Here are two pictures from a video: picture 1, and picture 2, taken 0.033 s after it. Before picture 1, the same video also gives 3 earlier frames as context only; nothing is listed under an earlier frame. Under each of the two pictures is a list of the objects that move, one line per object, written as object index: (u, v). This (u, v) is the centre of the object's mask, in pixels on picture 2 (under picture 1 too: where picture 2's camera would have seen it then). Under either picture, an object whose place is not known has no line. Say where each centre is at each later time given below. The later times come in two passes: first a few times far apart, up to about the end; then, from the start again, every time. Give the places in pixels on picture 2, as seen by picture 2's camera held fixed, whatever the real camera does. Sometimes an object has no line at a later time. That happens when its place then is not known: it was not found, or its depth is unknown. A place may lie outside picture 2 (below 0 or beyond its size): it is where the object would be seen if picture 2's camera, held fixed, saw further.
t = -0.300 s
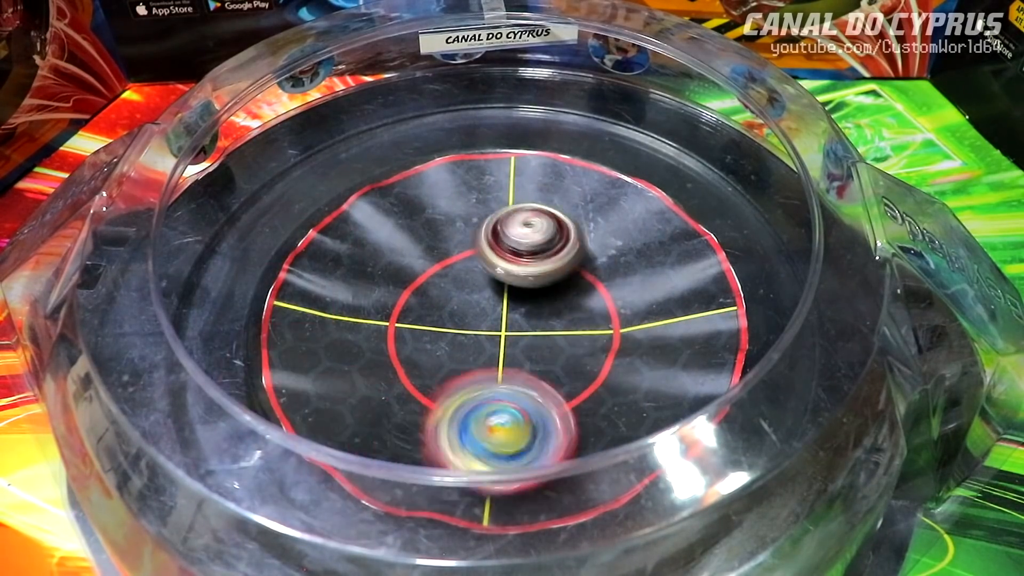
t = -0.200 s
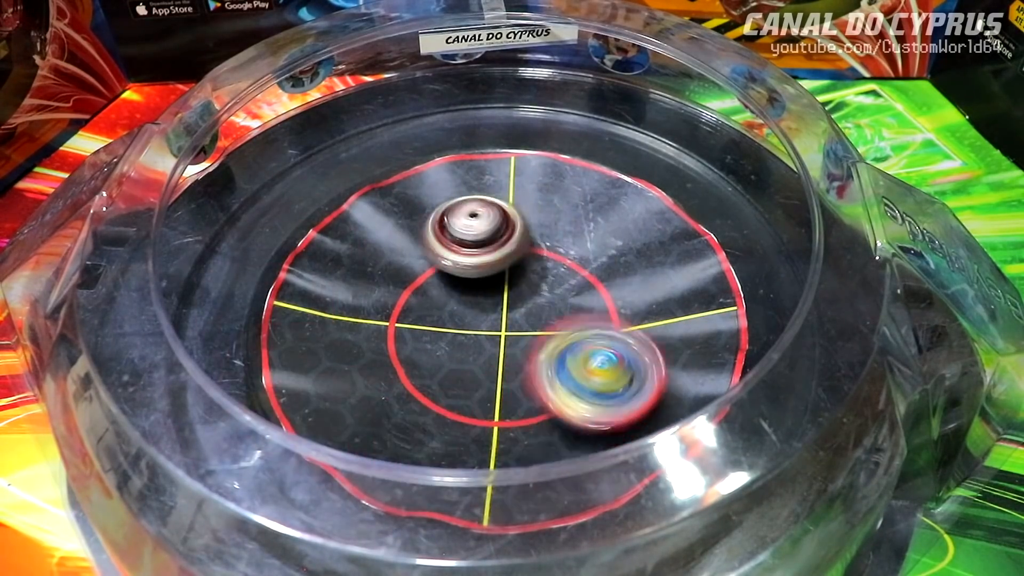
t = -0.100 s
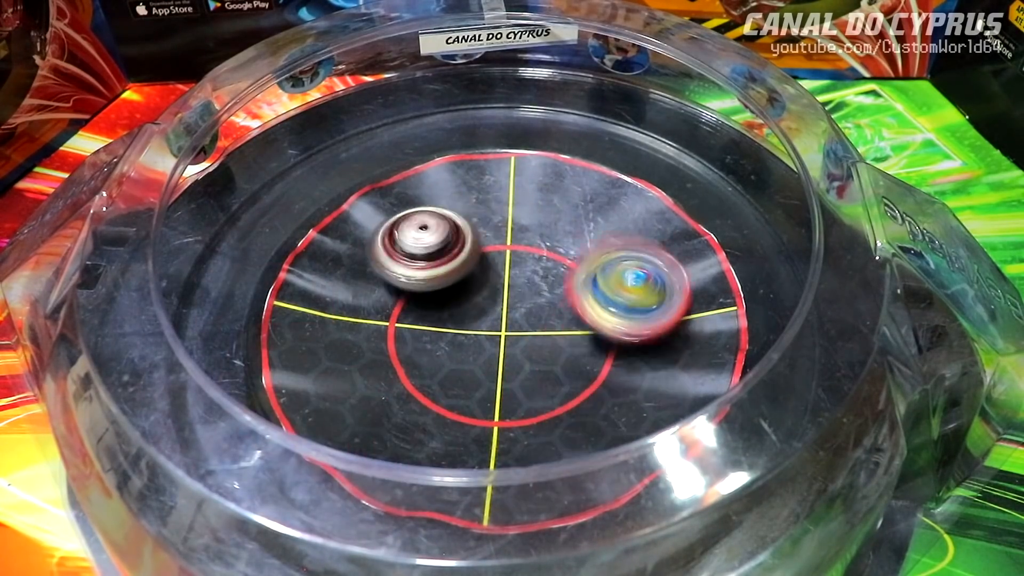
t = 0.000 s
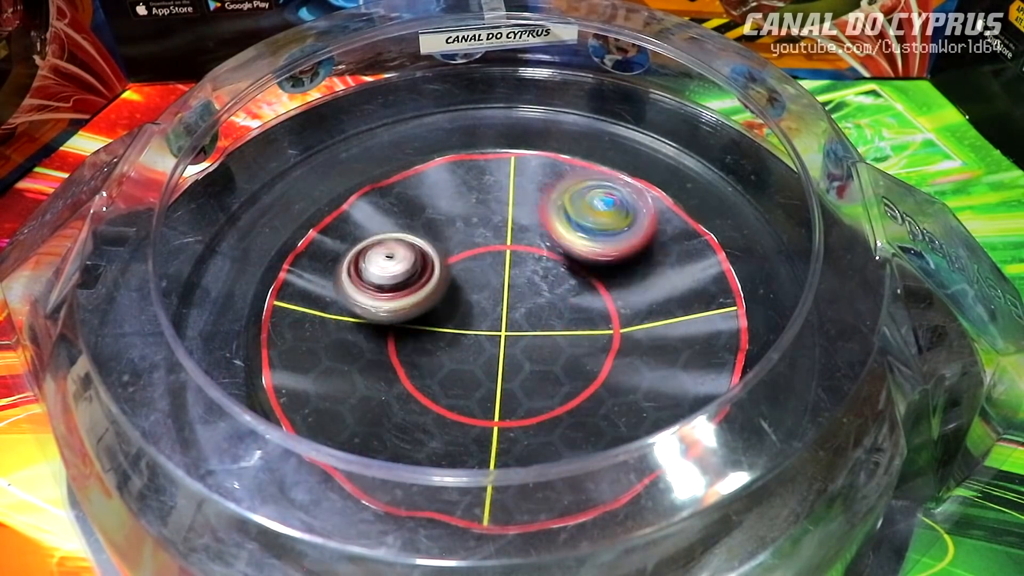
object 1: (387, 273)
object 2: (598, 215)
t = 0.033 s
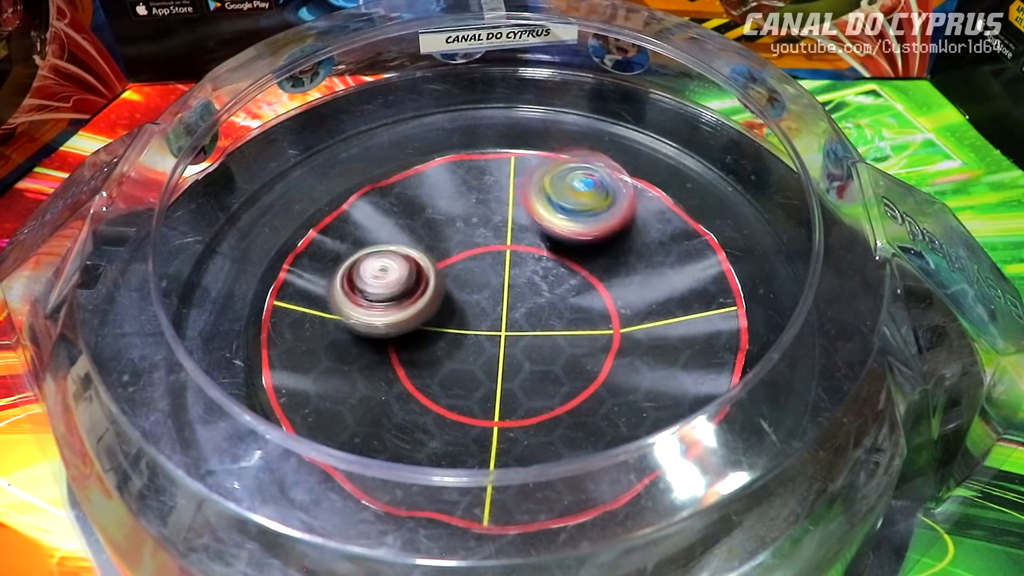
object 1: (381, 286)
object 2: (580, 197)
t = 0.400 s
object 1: (496, 375)
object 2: (319, 247)
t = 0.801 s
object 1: (542, 248)
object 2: (635, 355)
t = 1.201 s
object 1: (398, 297)
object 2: (501, 179)
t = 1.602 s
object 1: (560, 366)
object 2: (430, 419)
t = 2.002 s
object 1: (494, 258)
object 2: (641, 275)
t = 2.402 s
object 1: (324, 421)
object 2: (489, 235)
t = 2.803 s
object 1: (295, 542)
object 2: (537, 294)
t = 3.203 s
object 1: (219, 505)
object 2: (536, 314)
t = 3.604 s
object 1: (317, 382)
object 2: (498, 357)
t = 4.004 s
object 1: (279, 312)
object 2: (624, 248)
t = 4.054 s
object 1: (290, 308)
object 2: (612, 240)
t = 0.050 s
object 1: (378, 292)
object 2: (569, 188)
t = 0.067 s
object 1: (376, 299)
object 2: (557, 180)
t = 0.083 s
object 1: (377, 306)
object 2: (544, 173)
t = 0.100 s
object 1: (380, 314)
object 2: (531, 167)
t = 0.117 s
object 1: (378, 318)
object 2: (517, 162)
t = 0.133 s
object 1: (381, 324)
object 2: (503, 158)
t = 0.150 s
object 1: (386, 333)
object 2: (490, 155)
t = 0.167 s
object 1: (390, 340)
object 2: (473, 153)
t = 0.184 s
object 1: (395, 346)
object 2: (459, 153)
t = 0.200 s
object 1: (400, 351)
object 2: (445, 154)
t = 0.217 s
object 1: (405, 356)
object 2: (431, 157)
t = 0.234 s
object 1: (408, 358)
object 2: (416, 159)
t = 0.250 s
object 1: (419, 365)
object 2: (402, 163)
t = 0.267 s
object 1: (426, 369)
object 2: (389, 168)
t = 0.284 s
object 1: (431, 370)
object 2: (376, 175)
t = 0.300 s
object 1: (443, 375)
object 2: (365, 181)
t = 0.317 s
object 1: (448, 374)
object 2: (353, 190)
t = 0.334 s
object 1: (458, 376)
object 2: (345, 199)
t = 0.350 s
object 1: (467, 377)
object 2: (335, 210)
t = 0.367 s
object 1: (477, 376)
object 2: (329, 221)
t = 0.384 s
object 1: (487, 377)
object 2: (323, 234)
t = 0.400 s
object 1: (496, 375)
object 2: (319, 247)
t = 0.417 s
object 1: (505, 372)
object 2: (316, 260)
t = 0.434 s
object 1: (515, 371)
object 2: (316, 274)
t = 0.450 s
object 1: (524, 367)
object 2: (317, 288)
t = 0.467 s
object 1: (532, 362)
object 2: (321, 302)
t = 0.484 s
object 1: (541, 358)
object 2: (327, 316)
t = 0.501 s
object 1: (548, 352)
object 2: (334, 329)
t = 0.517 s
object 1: (555, 346)
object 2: (343, 342)
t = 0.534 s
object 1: (560, 341)
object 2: (356, 355)
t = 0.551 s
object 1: (565, 335)
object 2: (369, 366)
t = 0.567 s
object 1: (569, 327)
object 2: (384, 377)
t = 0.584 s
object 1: (572, 322)
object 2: (400, 386)
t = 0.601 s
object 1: (574, 315)
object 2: (418, 394)
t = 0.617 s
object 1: (575, 307)
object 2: (437, 398)
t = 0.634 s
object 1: (575, 302)
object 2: (457, 403)
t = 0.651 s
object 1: (576, 295)
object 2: (478, 405)
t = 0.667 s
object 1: (574, 288)
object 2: (498, 405)
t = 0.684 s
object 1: (572, 282)
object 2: (518, 404)
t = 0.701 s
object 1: (570, 276)
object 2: (538, 401)
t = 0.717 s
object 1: (567, 270)
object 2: (557, 396)
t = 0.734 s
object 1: (562, 266)
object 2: (575, 391)
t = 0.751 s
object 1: (559, 260)
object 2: (591, 383)
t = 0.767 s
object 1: (554, 256)
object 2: (608, 375)
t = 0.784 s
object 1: (549, 252)
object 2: (622, 364)
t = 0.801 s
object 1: (542, 248)
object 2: (635, 355)
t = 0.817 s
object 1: (537, 244)
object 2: (645, 342)
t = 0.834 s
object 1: (531, 242)
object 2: (656, 331)
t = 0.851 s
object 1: (524, 239)
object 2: (664, 320)
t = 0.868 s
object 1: (517, 237)
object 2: (671, 307)
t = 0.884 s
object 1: (510, 236)
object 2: (675, 295)
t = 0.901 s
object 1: (503, 235)
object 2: (677, 282)
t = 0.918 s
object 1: (495, 235)
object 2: (676, 270)
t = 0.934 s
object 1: (488, 235)
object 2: (676, 258)
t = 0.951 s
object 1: (481, 235)
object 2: (672, 247)
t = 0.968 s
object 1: (476, 239)
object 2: (669, 236)
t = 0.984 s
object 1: (470, 240)
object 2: (662, 226)
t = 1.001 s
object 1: (462, 242)
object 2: (655, 216)
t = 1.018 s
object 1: (455, 244)
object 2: (648, 208)
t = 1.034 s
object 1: (445, 245)
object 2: (638, 200)
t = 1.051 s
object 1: (437, 248)
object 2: (629, 194)
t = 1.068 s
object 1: (435, 254)
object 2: (616, 188)
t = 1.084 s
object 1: (429, 258)
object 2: (604, 183)
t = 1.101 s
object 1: (423, 262)
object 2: (591, 180)
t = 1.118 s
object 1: (418, 267)
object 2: (576, 177)
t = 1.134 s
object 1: (410, 270)
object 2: (563, 175)
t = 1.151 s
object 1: (408, 278)
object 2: (548, 174)
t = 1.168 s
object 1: (404, 285)
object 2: (531, 175)
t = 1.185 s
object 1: (402, 291)
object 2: (517, 176)
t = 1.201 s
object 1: (398, 297)
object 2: (501, 179)
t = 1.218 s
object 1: (396, 305)
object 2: (487, 182)
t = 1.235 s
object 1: (396, 312)
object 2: (470, 187)
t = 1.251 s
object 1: (396, 319)
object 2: (456, 193)
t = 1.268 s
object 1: (398, 327)
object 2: (444, 200)
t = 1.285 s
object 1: (401, 334)
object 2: (431, 207)
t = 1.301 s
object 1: (403, 340)
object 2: (417, 216)
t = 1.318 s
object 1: (407, 348)
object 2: (405, 225)
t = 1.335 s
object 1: (412, 354)
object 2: (394, 236)
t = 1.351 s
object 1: (418, 360)
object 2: (386, 245)
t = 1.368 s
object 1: (424, 366)
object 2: (377, 259)
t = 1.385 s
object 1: (432, 371)
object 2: (371, 270)
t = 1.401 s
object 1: (440, 375)
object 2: (365, 284)
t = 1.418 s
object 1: (448, 380)
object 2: (361, 297)
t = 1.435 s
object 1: (458, 383)
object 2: (359, 311)
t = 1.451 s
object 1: (468, 385)
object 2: (359, 323)
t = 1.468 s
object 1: (473, 384)
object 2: (361, 338)
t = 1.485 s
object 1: (483, 384)
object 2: (365, 350)
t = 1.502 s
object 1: (494, 384)
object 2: (369, 364)
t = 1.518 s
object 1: (508, 384)
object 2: (376, 375)
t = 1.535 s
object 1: (519, 382)
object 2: (383, 387)
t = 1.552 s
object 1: (530, 379)
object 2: (393, 397)
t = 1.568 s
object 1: (542, 376)
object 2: (404, 406)
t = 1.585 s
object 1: (551, 372)
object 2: (418, 413)
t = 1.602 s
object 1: (560, 366)
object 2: (430, 419)
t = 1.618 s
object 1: (568, 360)
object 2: (448, 423)
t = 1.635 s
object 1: (575, 354)
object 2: (462, 427)
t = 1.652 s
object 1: (580, 348)
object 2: (482, 428)
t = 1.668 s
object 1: (586, 342)
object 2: (496, 429)
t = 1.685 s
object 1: (589, 334)
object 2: (516, 428)
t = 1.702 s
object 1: (591, 329)
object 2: (531, 427)
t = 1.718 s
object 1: (593, 322)
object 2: (550, 423)
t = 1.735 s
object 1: (594, 315)
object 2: (568, 432)
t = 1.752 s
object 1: (593, 310)
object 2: (581, 424)
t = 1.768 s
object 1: (592, 304)
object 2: (593, 410)
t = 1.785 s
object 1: (589, 298)
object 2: (606, 403)
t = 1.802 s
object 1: (589, 297)
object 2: (618, 395)
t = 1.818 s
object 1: (583, 288)
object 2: (629, 388)
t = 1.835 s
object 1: (579, 283)
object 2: (637, 379)
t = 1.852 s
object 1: (576, 283)
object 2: (643, 368)
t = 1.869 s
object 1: (570, 278)
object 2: (647, 357)
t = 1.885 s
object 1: (563, 275)
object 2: (648, 344)
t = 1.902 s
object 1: (557, 273)
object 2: (650, 332)
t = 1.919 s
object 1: (550, 272)
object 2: (647, 321)
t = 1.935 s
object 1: (542, 271)
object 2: (645, 309)
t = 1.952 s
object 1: (537, 270)
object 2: (640, 298)
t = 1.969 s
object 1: (524, 265)
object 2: (636, 286)
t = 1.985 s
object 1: (510, 263)
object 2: (639, 281)
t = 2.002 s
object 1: (494, 258)
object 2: (641, 275)
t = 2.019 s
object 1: (476, 255)
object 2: (640, 267)
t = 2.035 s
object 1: (459, 253)
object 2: (638, 261)
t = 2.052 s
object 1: (443, 248)
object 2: (634, 254)
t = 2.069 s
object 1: (431, 250)
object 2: (629, 247)
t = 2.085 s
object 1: (415, 248)
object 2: (624, 241)
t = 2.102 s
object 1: (404, 249)
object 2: (617, 234)
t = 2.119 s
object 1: (394, 252)
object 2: (608, 230)
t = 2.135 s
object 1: (386, 255)
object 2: (598, 226)
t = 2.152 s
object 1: (377, 261)
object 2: (588, 223)
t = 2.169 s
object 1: (371, 266)
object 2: (574, 221)
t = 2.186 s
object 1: (367, 273)
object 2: (565, 220)
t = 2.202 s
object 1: (361, 280)
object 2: (551, 220)
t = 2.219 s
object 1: (363, 289)
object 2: (537, 222)
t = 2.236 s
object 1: (362, 296)
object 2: (524, 223)
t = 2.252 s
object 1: (364, 303)
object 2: (511, 226)
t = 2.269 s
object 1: (368, 311)
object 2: (498, 230)
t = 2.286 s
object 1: (371, 318)
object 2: (485, 234)
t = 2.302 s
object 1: (376, 326)
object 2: (473, 240)
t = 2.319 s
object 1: (384, 333)
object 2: (460, 248)
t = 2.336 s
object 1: (384, 344)
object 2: (453, 254)
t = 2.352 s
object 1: (368, 365)
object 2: (461, 249)
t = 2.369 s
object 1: (351, 387)
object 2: (473, 243)
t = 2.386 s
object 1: (341, 401)
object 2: (481, 239)
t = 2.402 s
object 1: (324, 421)
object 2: (489, 235)
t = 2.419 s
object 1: (311, 442)
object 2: (494, 234)
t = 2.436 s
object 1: (303, 461)
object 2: (497, 234)
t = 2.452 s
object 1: (295, 484)
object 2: (498, 233)
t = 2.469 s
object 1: (289, 514)
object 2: (499, 234)
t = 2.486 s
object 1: (284, 524)
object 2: (499, 235)
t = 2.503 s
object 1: (280, 530)
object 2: (499, 235)
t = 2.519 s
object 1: (279, 536)
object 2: (500, 236)
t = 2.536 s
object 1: (280, 543)
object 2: (500, 239)
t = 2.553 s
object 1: (287, 548)
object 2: (501, 240)
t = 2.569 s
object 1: (292, 546)
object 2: (502, 244)
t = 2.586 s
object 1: (299, 546)
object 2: (502, 247)
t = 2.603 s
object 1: (307, 548)
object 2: (503, 251)
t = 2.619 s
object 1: (311, 547)
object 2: (504, 255)
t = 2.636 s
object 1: (314, 547)
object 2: (505, 259)
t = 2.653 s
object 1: (318, 547)
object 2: (507, 263)
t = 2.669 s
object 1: (318, 546)
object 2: (509, 267)
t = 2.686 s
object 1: (320, 545)
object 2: (511, 272)
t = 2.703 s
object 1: (318, 545)
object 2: (514, 275)
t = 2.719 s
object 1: (316, 544)
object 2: (518, 279)
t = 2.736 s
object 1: (312, 544)
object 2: (521, 283)
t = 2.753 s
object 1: (309, 543)
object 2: (525, 286)
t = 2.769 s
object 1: (305, 543)
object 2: (529, 289)
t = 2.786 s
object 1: (300, 543)
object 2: (532, 292)
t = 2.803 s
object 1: (295, 542)
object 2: (537, 294)
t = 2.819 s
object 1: (290, 542)
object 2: (541, 296)
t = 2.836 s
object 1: (285, 542)
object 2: (545, 298)
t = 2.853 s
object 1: (281, 541)
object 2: (549, 299)
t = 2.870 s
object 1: (275, 541)
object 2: (553, 300)
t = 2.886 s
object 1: (271, 540)
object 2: (557, 302)
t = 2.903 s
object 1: (267, 540)
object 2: (560, 302)
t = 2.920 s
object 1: (262, 539)
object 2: (564, 302)
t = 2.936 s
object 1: (259, 538)
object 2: (567, 303)
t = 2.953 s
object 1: (254, 537)
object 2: (568, 303)
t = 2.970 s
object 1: (251, 536)
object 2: (570, 302)
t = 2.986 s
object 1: (247, 535)
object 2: (571, 302)
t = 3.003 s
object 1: (245, 534)
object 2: (572, 302)
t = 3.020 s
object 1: (242, 532)
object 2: (571, 301)
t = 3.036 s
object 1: (239, 531)
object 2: (571, 301)
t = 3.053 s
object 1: (237, 529)
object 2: (570, 302)
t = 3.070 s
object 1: (235, 527)
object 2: (568, 303)
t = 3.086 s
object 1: (232, 526)
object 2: (566, 304)
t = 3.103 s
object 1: (230, 524)
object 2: (562, 305)
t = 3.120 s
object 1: (228, 522)
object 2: (558, 306)
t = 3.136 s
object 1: (226, 520)
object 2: (553, 306)
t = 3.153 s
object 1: (224, 517)
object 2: (549, 308)
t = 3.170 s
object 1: (223, 514)
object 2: (545, 309)
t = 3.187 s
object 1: (220, 510)
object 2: (540, 311)
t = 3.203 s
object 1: (219, 505)
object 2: (536, 314)
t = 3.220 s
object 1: (217, 501)
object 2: (530, 316)
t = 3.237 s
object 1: (217, 496)
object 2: (526, 319)
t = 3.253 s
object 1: (217, 492)
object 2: (522, 322)
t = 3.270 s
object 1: (217, 489)
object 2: (518, 325)
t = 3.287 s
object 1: (222, 484)
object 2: (514, 328)
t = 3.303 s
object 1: (226, 480)
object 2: (511, 331)
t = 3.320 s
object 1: (233, 473)
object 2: (508, 334)
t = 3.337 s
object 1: (240, 462)
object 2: (504, 337)
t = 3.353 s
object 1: (246, 453)
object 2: (502, 340)
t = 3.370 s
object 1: (248, 446)
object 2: (500, 343)
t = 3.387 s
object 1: (250, 440)
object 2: (497, 345)
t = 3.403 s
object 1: (253, 434)
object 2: (496, 348)
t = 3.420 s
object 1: (255, 428)
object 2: (495, 351)
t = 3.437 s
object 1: (258, 421)
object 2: (493, 353)
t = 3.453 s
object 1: (261, 413)
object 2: (492, 355)
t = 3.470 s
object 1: (265, 406)
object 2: (492, 357)
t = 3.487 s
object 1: (272, 399)
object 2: (492, 359)
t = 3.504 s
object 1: (280, 389)
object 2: (492, 360)
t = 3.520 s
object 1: (286, 388)
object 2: (494, 361)
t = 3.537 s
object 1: (291, 387)
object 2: (495, 362)
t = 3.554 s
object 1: (296, 386)
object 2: (495, 362)
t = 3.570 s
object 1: (302, 385)
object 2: (498, 360)
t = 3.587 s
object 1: (310, 384)
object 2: (499, 359)
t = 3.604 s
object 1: (317, 382)
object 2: (498, 357)
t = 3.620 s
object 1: (329, 379)
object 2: (498, 354)
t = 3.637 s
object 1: (340, 376)
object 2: (499, 352)
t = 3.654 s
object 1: (351, 374)
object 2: (497, 349)
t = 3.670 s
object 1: (361, 371)
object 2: (495, 346)
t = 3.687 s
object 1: (365, 367)
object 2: (499, 343)
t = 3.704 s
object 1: (346, 360)
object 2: (521, 338)
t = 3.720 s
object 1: (328, 353)
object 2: (542, 332)
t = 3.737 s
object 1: (311, 347)
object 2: (565, 327)
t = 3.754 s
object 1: (299, 341)
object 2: (579, 319)
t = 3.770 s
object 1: (288, 336)
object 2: (592, 314)
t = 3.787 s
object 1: (282, 332)
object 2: (603, 307)
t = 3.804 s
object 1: (274, 329)
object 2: (611, 304)
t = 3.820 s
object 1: (272, 327)
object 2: (615, 299)
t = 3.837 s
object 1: (265, 322)
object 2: (617, 293)
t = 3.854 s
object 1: (267, 324)
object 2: (622, 288)
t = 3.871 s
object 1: (266, 323)
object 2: (624, 283)
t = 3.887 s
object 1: (266, 322)
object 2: (626, 278)
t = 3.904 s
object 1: (267, 321)
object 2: (627, 273)
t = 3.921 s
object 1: (268, 320)
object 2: (628, 268)
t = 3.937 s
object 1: (270, 319)
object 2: (629, 263)
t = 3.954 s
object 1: (272, 319)
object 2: (629, 259)
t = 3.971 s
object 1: (272, 314)
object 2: (628, 254)
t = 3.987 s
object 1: (277, 317)
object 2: (625, 250)
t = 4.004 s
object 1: (279, 312)
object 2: (624, 248)
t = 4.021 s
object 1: (282, 311)
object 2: (620, 245)
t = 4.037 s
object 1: (287, 310)
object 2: (615, 241)
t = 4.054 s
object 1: (290, 308)
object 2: (612, 240)
